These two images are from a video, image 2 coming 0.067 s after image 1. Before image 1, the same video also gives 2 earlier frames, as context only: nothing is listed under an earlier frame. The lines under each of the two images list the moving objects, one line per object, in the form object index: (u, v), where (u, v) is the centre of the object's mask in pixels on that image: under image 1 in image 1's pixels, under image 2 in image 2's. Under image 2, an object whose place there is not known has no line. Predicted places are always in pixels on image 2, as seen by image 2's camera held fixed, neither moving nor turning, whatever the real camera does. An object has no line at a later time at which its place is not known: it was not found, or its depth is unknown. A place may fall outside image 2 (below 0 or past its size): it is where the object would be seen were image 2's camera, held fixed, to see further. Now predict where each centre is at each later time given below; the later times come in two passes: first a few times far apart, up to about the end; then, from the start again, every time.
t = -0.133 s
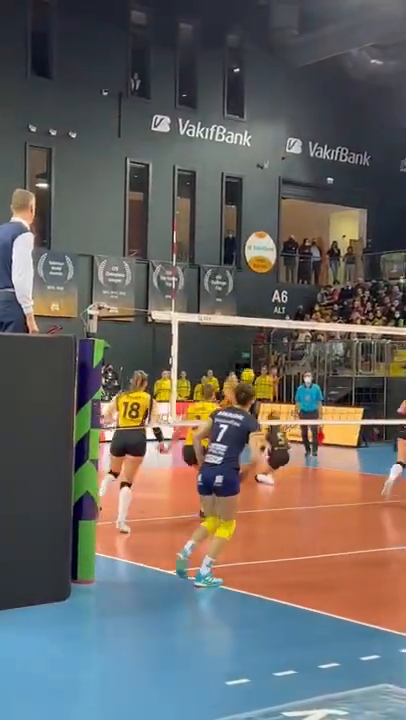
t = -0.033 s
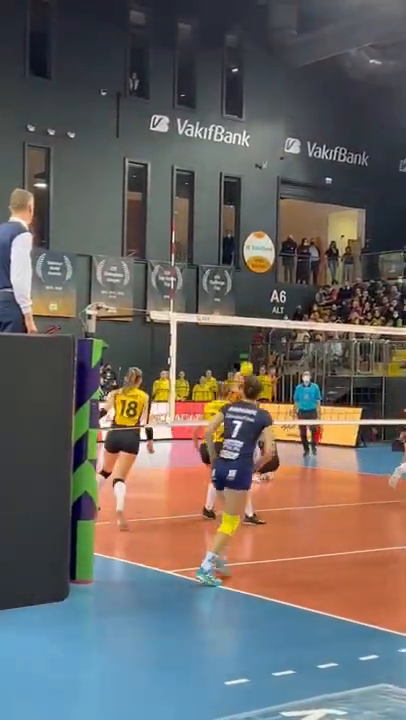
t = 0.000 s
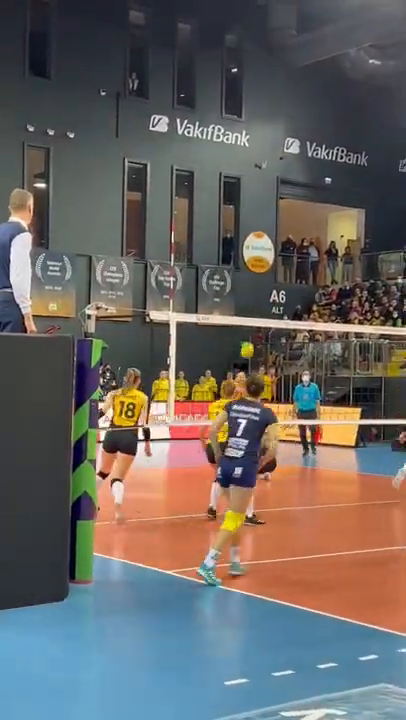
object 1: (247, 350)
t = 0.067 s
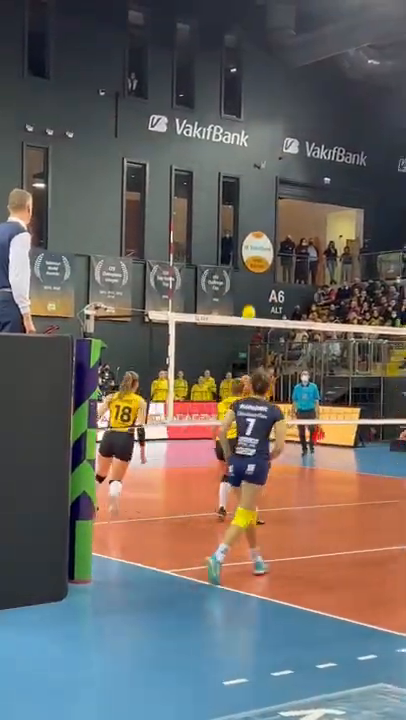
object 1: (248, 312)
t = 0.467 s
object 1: (262, 149)
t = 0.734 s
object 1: (270, 93)
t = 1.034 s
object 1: (278, 80)
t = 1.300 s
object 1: (283, 117)
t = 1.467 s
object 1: (286, 161)
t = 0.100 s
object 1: (249, 296)
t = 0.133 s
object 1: (251, 279)
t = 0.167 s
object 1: (251, 263)
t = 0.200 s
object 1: (251, 247)
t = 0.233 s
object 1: (254, 231)
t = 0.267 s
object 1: (255, 219)
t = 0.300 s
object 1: (256, 206)
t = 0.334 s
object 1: (257, 193)
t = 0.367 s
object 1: (258, 181)
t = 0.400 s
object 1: (259, 169)
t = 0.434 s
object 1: (261, 160)
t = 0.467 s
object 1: (262, 149)
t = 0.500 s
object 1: (263, 139)
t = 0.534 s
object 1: (264, 131)
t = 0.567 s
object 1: (265, 123)
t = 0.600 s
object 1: (266, 116)
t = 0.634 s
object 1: (267, 109)
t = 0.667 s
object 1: (268, 103)
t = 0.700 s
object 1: (269, 98)
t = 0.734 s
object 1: (270, 93)
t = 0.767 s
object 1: (271, 89)
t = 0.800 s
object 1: (272, 85)
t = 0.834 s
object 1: (273, 83)
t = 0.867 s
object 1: (274, 81)
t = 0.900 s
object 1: (274, 79)
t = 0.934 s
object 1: (275, 78)
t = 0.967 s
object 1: (276, 78)
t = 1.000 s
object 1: (277, 79)
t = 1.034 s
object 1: (278, 80)
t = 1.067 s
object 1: (278, 83)
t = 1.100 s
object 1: (279, 85)
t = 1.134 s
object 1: (280, 89)
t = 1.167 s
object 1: (281, 93)
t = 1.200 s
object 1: (281, 98)
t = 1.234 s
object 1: (282, 103)
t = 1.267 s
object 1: (283, 110)
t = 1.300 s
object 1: (283, 117)
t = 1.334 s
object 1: (284, 124)
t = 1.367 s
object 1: (284, 132)
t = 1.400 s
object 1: (284, 141)
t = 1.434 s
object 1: (285, 152)
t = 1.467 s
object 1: (286, 161)
